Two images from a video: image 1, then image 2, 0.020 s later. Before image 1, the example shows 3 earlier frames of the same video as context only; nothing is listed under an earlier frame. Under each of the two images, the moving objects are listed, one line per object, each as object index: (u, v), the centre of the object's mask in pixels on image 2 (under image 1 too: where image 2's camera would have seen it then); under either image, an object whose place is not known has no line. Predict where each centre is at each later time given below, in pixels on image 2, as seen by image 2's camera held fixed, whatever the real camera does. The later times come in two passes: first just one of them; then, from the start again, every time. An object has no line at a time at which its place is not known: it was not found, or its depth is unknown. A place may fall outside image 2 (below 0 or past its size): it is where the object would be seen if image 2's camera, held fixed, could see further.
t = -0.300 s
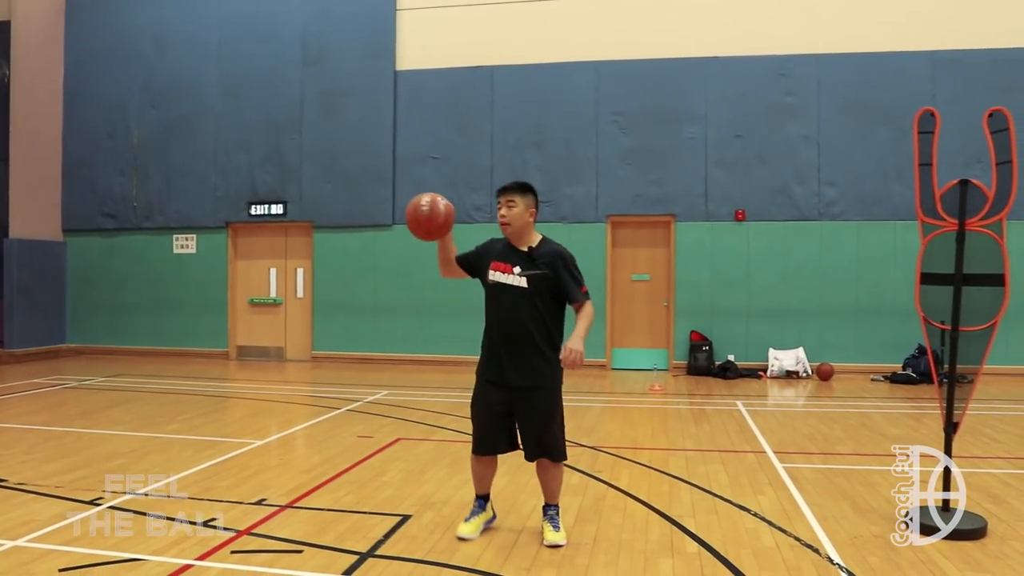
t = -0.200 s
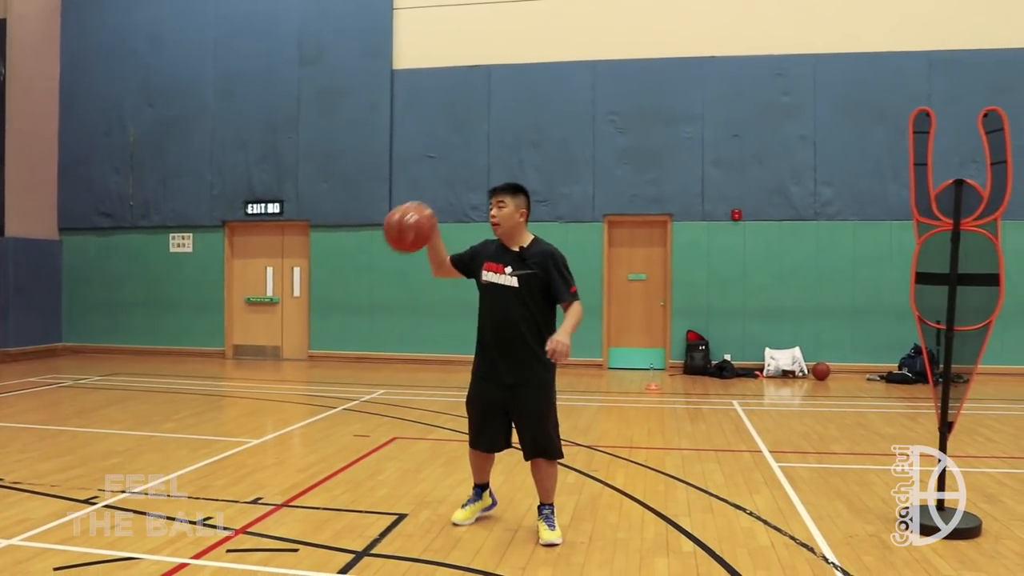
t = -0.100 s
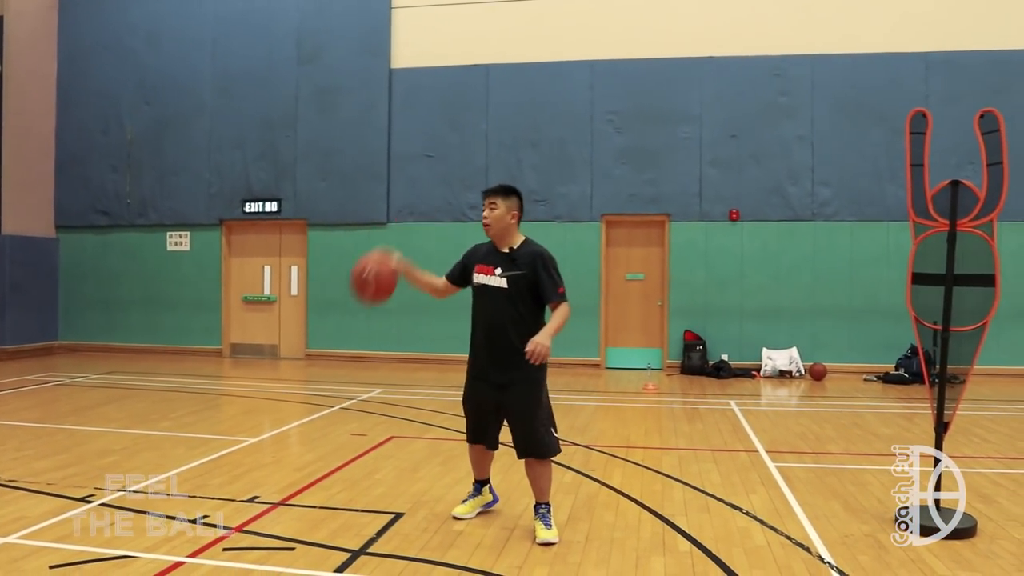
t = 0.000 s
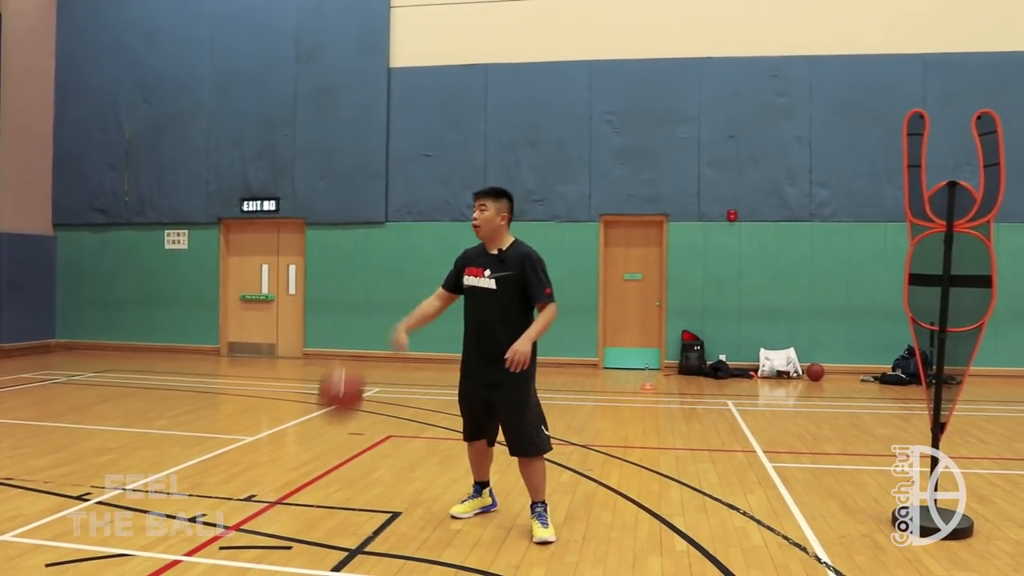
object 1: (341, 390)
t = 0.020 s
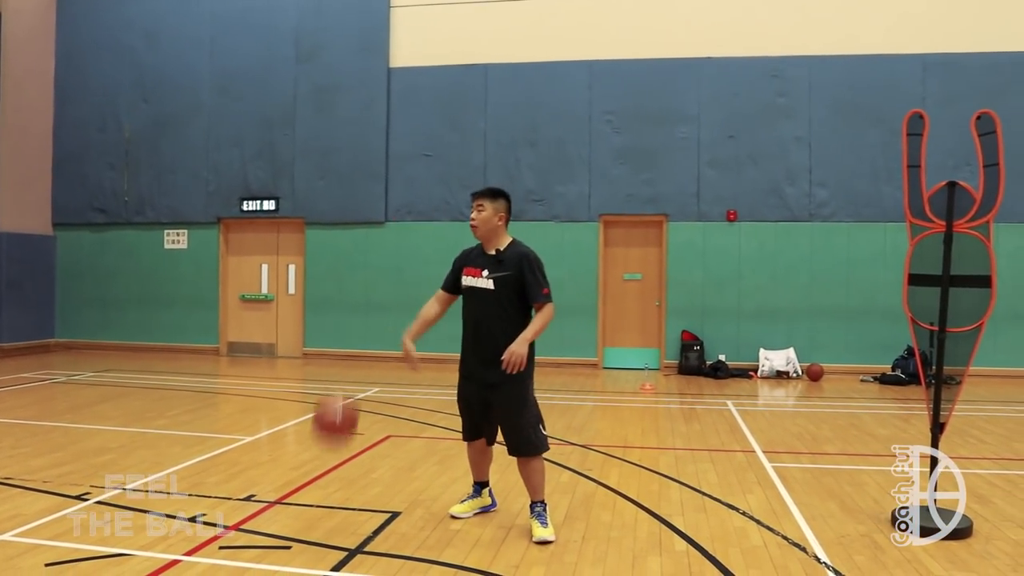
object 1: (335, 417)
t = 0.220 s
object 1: (320, 387)
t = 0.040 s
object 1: (330, 444)
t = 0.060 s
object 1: (325, 474)
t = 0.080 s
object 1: (320, 509)
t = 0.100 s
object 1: (319, 509)
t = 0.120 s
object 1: (319, 481)
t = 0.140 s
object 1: (319, 463)
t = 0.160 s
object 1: (319, 443)
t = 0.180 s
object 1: (319, 425)
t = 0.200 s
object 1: (319, 406)
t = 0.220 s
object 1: (320, 387)
